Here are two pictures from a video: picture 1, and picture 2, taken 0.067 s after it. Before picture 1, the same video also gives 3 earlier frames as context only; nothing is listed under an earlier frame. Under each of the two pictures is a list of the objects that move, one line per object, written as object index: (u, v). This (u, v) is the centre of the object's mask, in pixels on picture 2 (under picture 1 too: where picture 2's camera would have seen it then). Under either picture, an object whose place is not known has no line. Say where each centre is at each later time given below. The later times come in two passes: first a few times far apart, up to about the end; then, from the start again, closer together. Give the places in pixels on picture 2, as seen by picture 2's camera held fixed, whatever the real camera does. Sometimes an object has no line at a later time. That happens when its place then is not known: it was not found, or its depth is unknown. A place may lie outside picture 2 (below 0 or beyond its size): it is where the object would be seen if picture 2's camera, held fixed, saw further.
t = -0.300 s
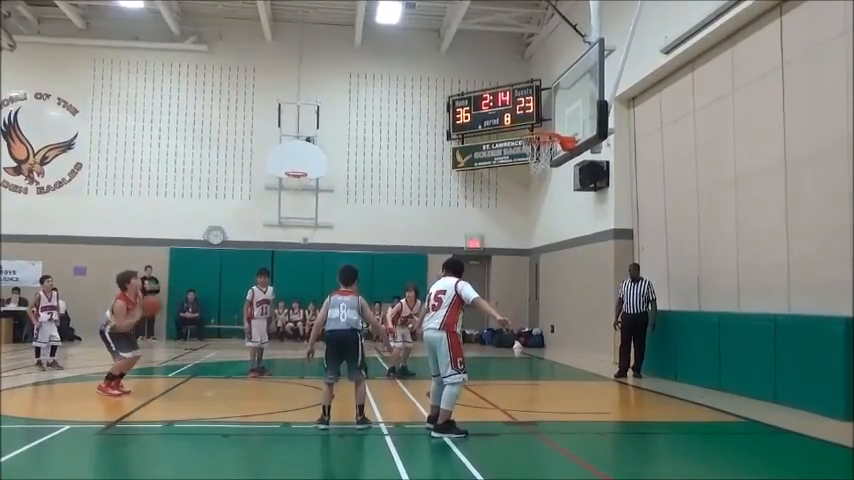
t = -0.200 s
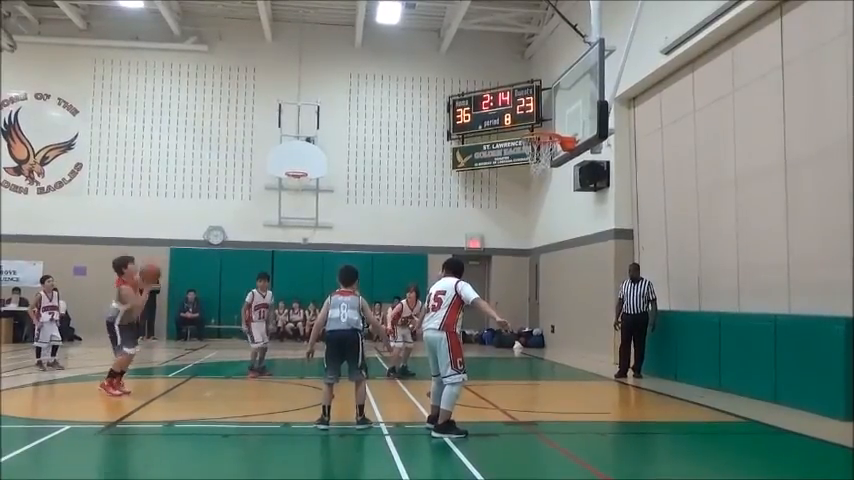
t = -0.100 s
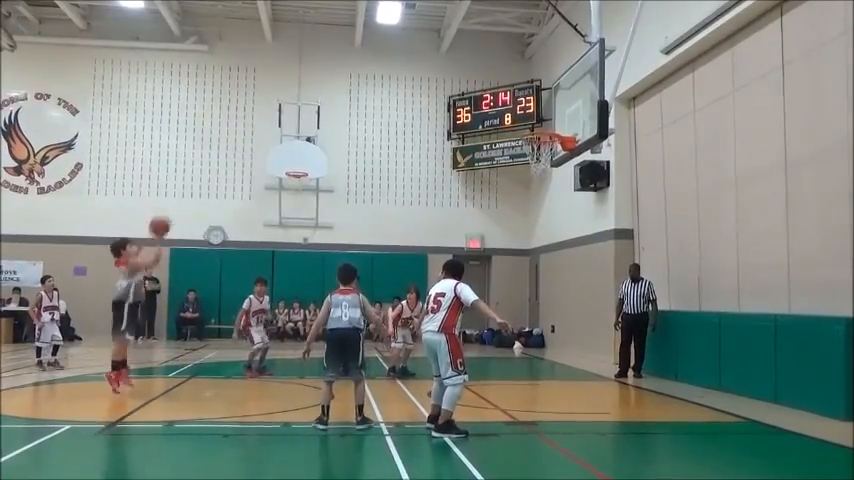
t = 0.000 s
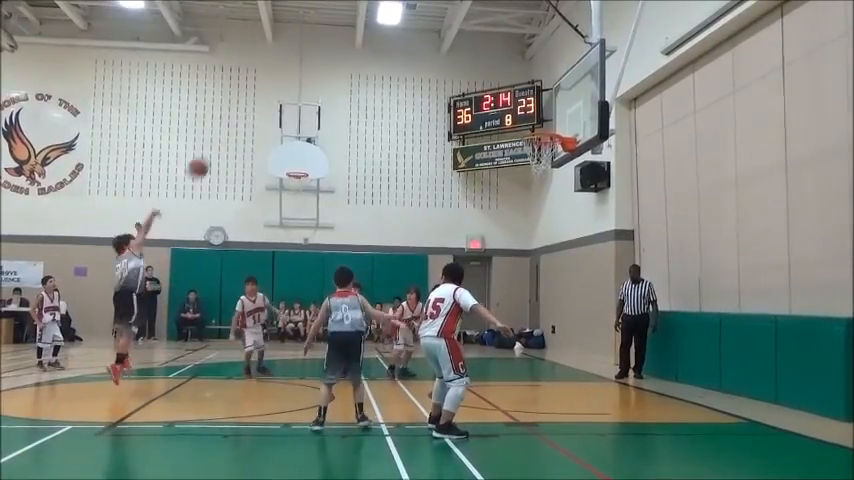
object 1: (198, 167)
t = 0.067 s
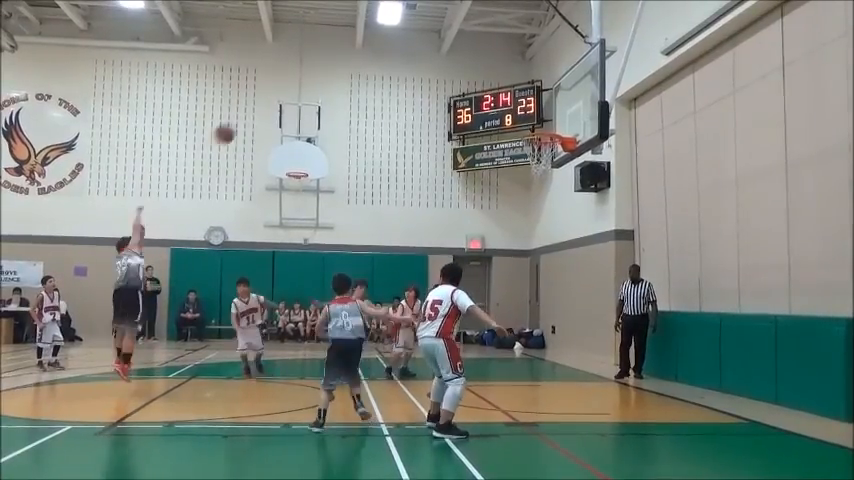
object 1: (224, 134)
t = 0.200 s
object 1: (274, 80)
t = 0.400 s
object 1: (344, 30)
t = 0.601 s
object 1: (409, 11)
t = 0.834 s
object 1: (479, 35)
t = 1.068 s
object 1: (548, 97)
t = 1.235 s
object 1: (535, 123)
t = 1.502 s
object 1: (452, 115)
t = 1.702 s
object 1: (390, 148)
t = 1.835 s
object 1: (347, 190)
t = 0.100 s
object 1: (237, 119)
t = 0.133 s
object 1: (249, 104)
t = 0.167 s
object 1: (262, 91)
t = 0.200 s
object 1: (274, 80)
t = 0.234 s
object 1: (286, 69)
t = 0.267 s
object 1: (298, 59)
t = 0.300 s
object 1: (310, 50)
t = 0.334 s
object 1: (321, 42)
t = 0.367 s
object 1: (333, 36)
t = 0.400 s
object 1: (344, 30)
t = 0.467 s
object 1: (366, 21)
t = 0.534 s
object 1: (387, 16)
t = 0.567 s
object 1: (400, 12)
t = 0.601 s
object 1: (409, 11)
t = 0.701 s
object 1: (440, 17)
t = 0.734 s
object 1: (449, 20)
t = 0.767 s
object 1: (459, 24)
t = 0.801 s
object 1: (469, 29)
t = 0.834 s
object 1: (479, 35)
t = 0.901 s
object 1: (499, 47)
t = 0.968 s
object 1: (518, 65)
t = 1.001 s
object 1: (527, 74)
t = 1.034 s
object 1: (537, 87)
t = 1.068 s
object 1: (548, 97)
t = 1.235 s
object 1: (535, 123)
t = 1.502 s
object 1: (452, 115)
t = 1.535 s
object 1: (442, 118)
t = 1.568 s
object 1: (432, 122)
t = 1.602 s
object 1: (422, 127)
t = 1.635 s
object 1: (411, 133)
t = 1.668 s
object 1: (401, 140)
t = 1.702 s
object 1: (390, 148)
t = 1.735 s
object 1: (380, 156)
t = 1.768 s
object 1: (369, 166)
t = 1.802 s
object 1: (358, 177)
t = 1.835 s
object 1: (347, 190)
